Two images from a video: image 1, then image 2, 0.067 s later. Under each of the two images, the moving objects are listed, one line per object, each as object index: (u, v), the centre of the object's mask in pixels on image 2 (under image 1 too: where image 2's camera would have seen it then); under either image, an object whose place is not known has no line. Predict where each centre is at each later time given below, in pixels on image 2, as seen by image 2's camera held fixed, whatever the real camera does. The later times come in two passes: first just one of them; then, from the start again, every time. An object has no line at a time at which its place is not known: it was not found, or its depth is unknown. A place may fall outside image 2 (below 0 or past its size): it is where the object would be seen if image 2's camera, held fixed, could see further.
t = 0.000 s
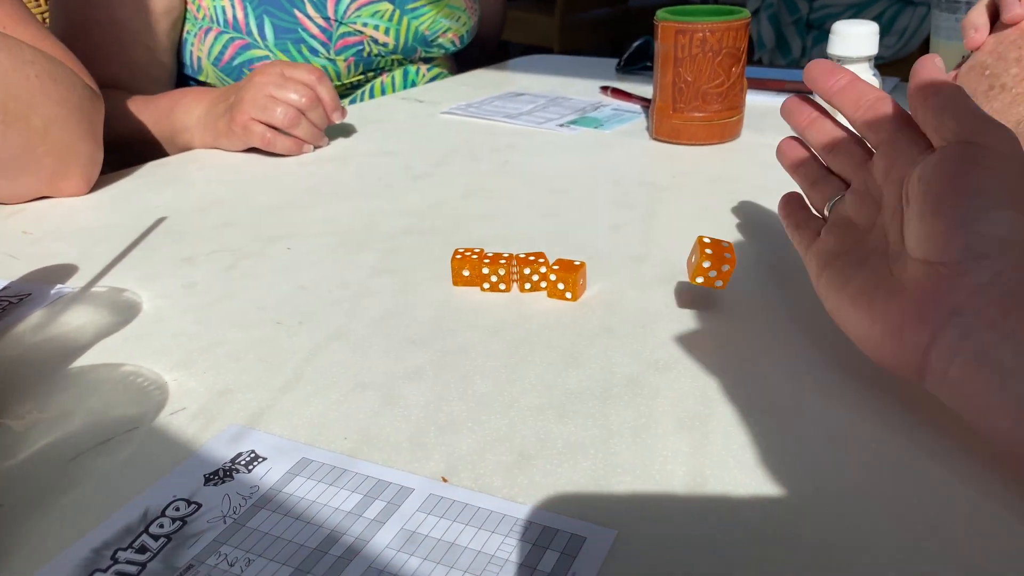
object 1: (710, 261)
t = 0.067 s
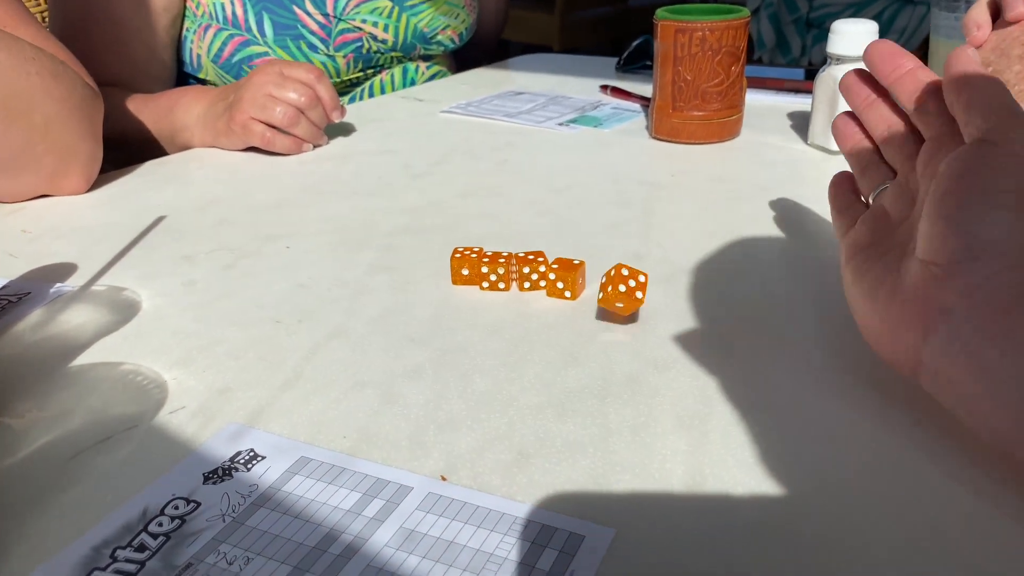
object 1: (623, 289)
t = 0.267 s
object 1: (411, 319)
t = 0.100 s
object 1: (586, 268)
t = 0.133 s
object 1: (547, 266)
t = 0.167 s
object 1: (511, 286)
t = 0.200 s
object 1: (476, 319)
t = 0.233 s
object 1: (444, 314)
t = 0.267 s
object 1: (411, 319)
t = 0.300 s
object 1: (374, 305)
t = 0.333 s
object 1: (339, 312)
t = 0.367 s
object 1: (306, 338)
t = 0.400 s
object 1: (270, 334)
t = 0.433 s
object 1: (235, 338)
